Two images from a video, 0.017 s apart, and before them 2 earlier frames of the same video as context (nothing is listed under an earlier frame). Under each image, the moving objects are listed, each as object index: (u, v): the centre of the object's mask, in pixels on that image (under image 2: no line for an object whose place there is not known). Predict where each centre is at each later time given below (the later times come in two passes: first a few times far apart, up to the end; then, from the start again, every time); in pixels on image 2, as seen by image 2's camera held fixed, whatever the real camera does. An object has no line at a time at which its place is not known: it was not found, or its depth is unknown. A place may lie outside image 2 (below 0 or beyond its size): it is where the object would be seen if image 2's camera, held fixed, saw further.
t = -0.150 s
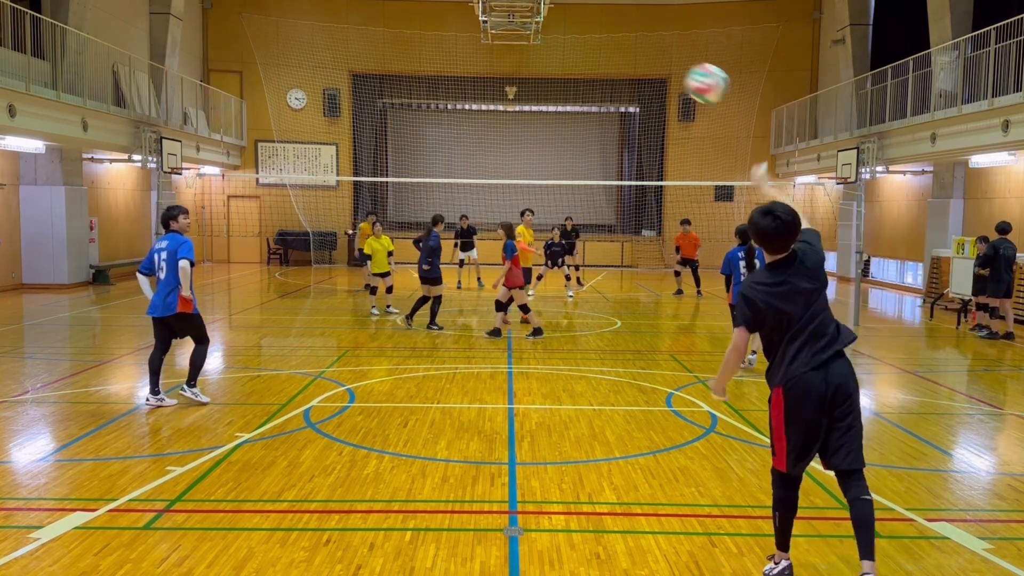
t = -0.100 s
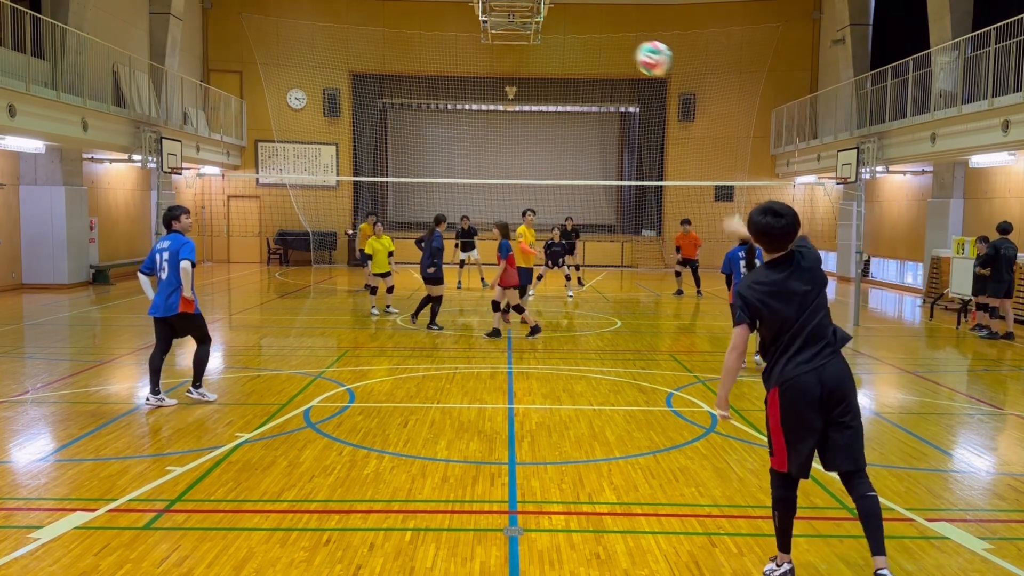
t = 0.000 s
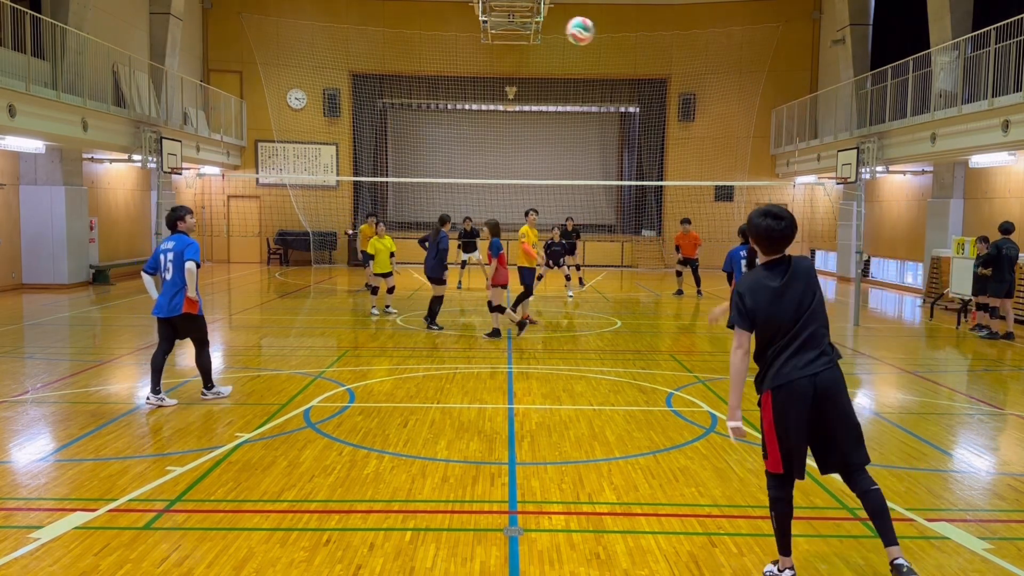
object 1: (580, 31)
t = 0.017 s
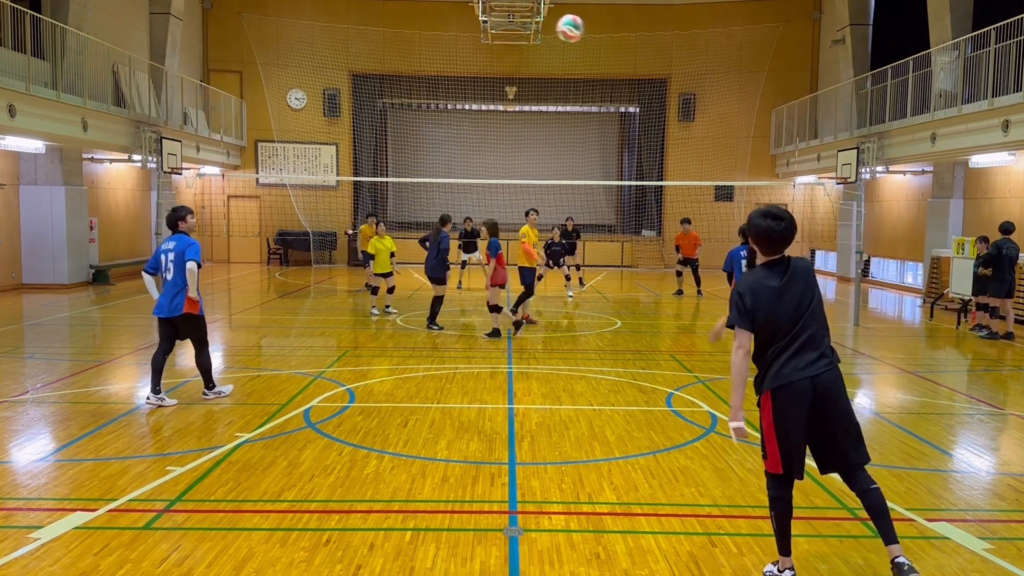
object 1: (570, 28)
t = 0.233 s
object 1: (486, 29)
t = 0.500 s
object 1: (436, 81)
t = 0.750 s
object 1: (412, 146)
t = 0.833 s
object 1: (407, 169)
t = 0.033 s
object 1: (562, 26)
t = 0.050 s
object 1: (554, 25)
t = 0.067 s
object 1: (545, 23)
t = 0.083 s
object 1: (538, 22)
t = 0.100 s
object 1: (531, 22)
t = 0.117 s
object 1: (524, 22)
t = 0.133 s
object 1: (518, 22)
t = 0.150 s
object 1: (512, 22)
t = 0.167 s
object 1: (506, 23)
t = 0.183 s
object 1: (502, 23)
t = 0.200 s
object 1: (496, 25)
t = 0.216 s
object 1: (490, 27)
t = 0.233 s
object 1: (486, 29)
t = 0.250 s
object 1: (482, 31)
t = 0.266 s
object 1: (478, 33)
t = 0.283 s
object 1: (474, 36)
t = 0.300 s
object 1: (470, 38)
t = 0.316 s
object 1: (466, 41)
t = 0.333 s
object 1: (463, 44)
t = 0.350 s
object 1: (460, 47)
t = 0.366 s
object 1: (457, 50)
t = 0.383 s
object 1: (454, 54)
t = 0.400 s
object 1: (451, 57)
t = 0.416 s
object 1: (448, 61)
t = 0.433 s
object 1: (446, 65)
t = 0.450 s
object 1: (443, 68)
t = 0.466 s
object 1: (440, 73)
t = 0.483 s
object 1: (438, 77)
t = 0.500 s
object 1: (436, 81)
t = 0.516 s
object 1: (433, 85)
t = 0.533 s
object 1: (431, 89)
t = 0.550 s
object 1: (429, 93)
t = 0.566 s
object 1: (427, 98)
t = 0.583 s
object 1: (425, 102)
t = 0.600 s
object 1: (424, 106)
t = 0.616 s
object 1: (422, 111)
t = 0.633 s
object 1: (421, 115)
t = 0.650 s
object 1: (420, 120)
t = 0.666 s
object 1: (418, 123)
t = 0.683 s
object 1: (416, 129)
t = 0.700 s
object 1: (415, 133)
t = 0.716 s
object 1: (414, 138)
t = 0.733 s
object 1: (413, 142)
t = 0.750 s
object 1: (412, 146)
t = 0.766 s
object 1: (410, 151)
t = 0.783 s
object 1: (410, 156)
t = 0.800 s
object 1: (409, 160)
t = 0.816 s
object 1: (409, 165)
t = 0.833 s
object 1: (407, 169)
